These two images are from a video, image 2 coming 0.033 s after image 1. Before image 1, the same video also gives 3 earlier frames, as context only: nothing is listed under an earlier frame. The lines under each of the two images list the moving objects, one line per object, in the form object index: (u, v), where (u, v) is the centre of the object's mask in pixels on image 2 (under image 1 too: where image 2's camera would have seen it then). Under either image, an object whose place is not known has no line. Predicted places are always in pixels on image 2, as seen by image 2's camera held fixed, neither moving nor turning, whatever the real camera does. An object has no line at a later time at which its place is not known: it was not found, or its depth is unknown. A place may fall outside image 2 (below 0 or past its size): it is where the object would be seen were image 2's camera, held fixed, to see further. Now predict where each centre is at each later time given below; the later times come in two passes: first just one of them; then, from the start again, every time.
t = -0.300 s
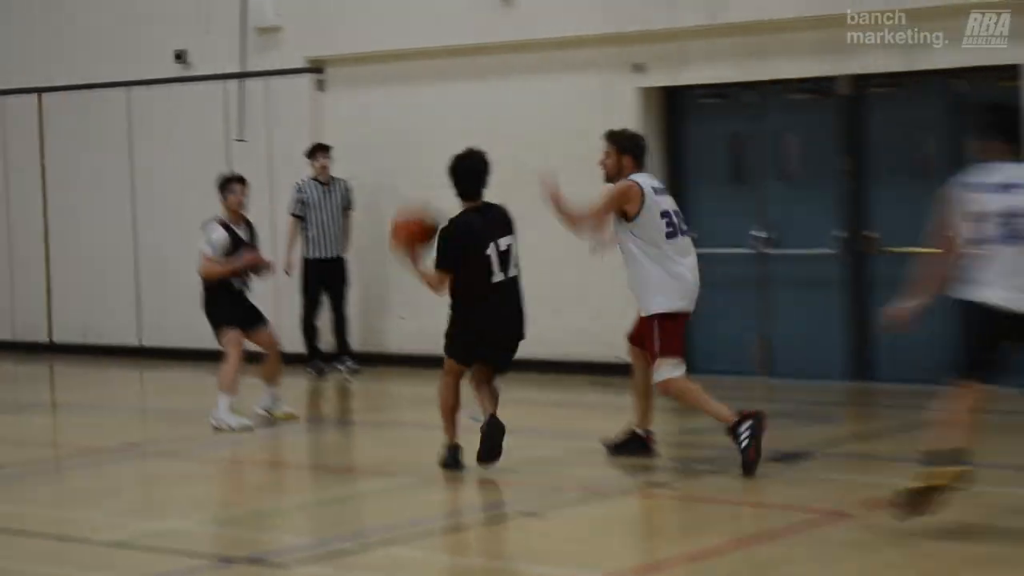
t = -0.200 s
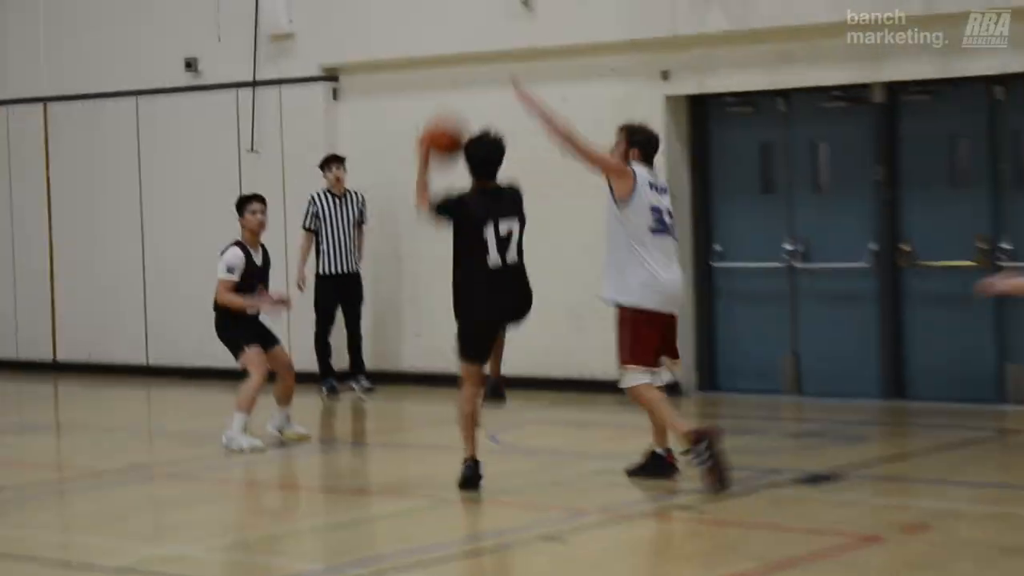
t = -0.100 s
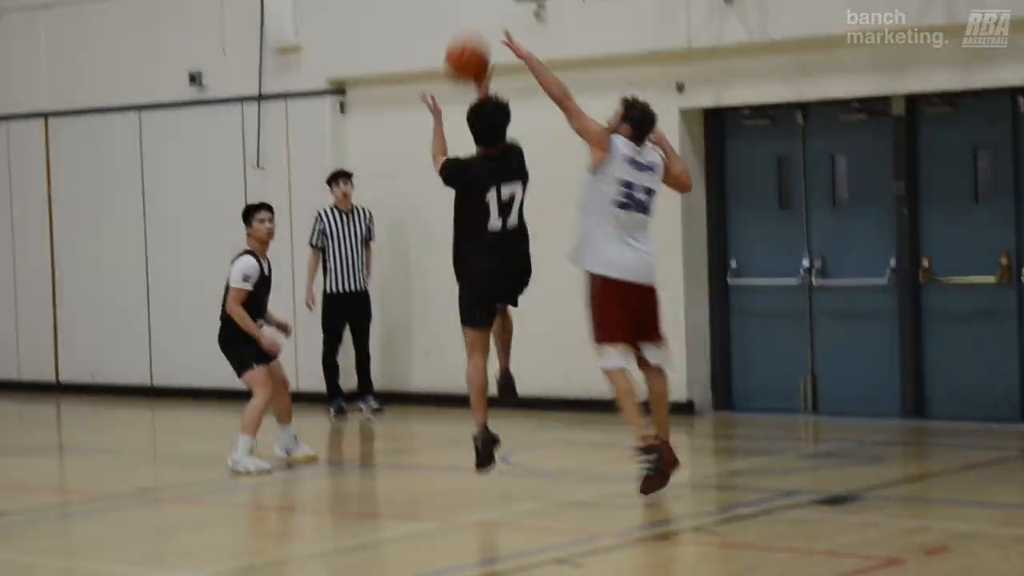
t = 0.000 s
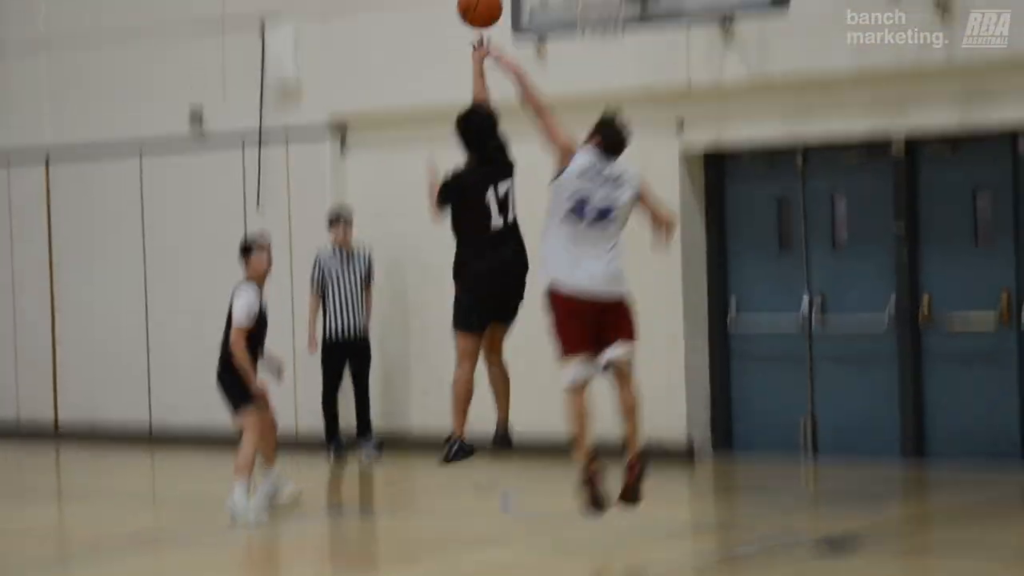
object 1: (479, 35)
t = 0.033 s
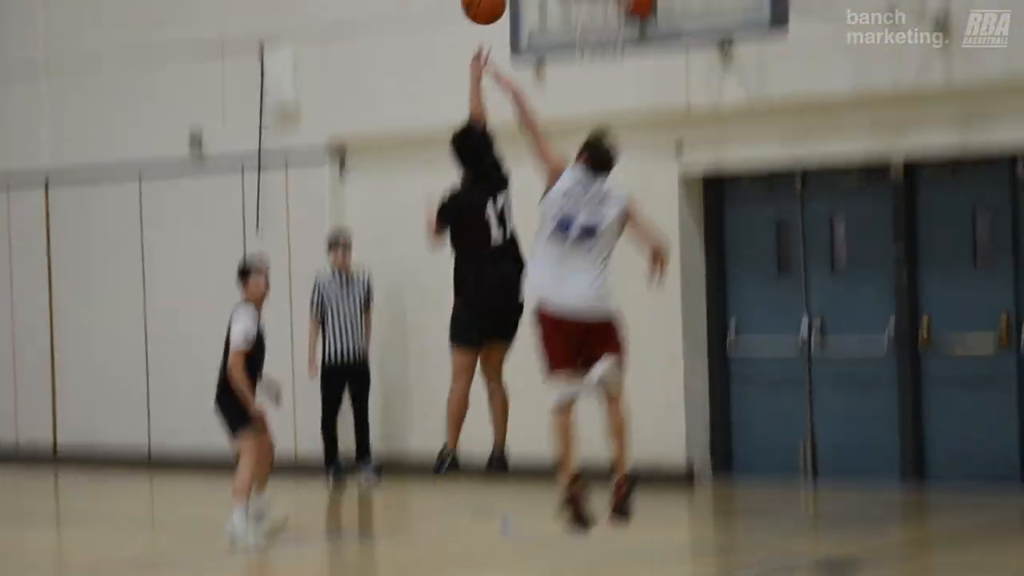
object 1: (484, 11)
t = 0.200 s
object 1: (510, -98)
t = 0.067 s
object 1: (489, -14)
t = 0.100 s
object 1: (494, -36)
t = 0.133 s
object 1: (499, -59)
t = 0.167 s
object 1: (504, -79)
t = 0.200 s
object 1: (510, -98)
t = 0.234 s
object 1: (515, -117)
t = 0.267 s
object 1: (521, -129)
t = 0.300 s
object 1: (525, -139)
